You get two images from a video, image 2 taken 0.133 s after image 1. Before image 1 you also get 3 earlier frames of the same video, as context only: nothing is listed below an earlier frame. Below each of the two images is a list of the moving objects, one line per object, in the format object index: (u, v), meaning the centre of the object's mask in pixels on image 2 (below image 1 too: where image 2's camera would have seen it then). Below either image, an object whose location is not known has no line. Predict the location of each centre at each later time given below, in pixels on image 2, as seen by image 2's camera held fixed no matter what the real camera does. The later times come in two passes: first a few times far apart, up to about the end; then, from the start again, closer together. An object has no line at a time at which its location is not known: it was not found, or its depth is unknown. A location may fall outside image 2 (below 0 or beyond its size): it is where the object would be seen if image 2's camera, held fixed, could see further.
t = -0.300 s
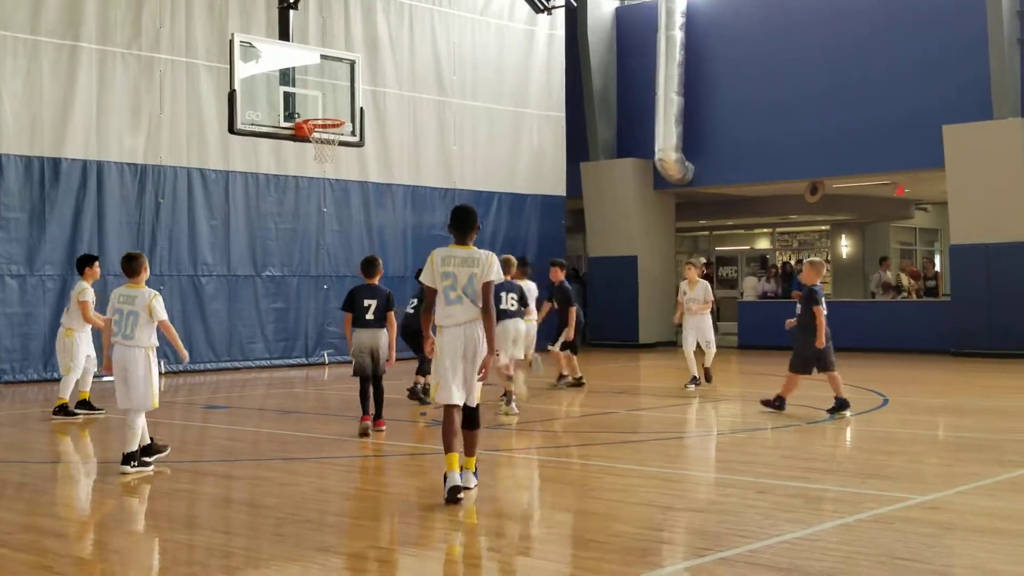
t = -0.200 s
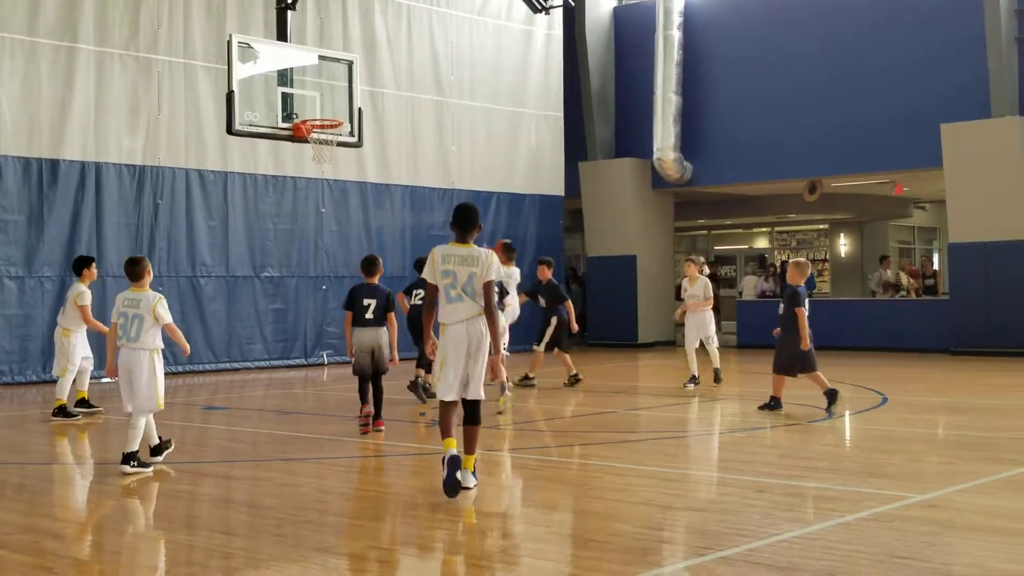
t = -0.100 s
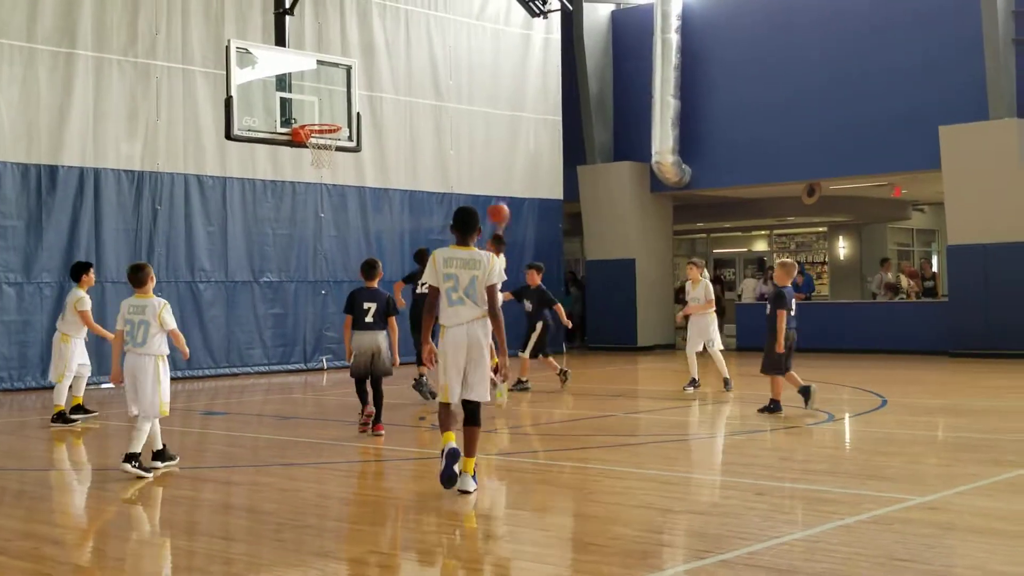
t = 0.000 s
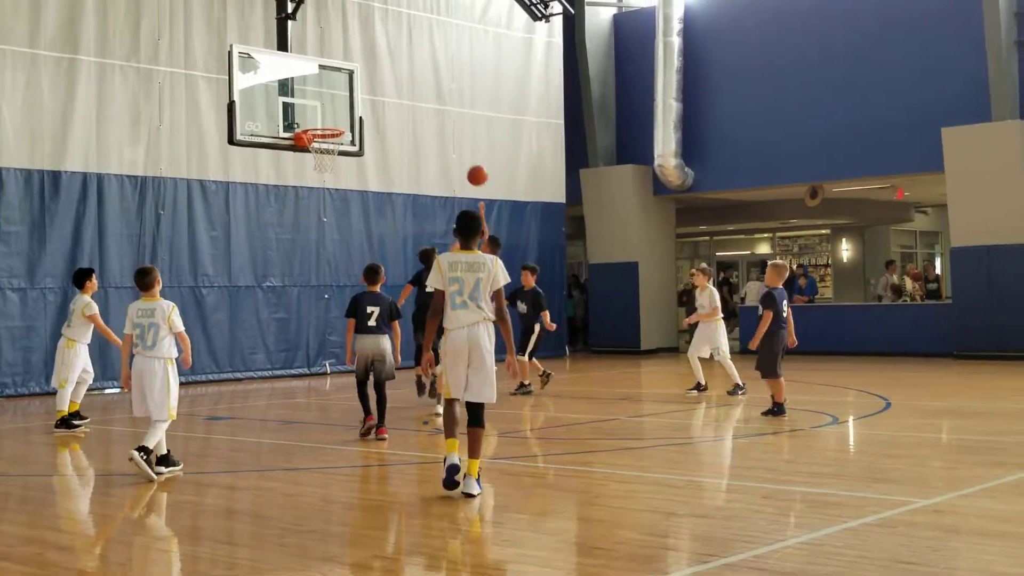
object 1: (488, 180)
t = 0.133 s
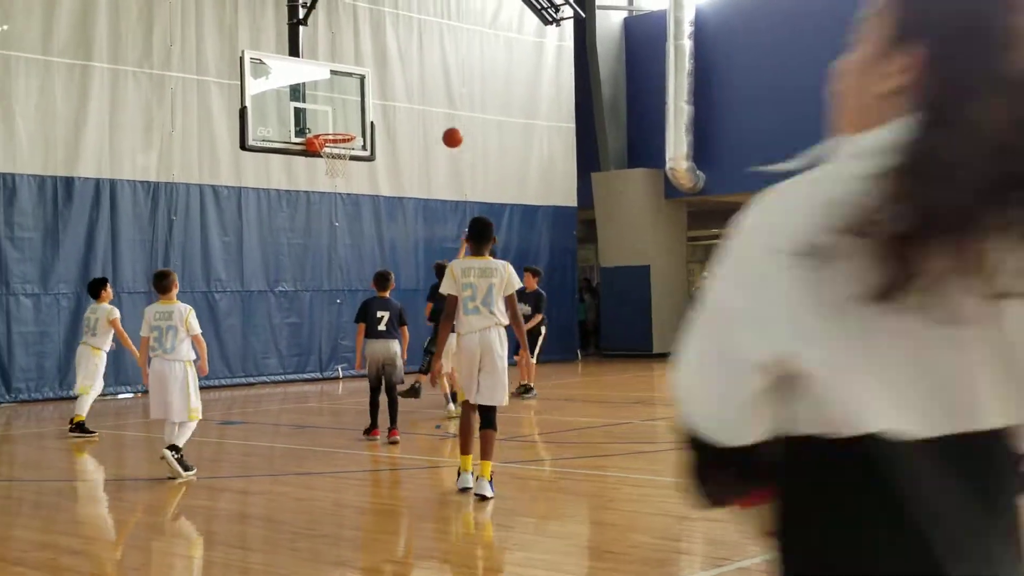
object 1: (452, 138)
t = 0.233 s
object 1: (426, 117)
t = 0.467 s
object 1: (369, 103)
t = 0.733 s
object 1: (336, 124)
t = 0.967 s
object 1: (367, 124)
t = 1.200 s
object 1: (401, 172)
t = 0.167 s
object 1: (444, 130)
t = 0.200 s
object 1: (435, 123)
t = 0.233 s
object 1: (426, 117)
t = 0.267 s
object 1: (418, 112)
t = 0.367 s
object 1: (393, 105)
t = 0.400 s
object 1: (384, 102)
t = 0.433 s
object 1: (377, 102)
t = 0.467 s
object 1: (369, 103)
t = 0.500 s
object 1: (360, 105)
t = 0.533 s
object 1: (353, 108)
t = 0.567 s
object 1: (345, 111)
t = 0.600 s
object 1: (337, 116)
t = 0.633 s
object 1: (329, 122)
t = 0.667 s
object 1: (328, 126)
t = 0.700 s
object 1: (332, 128)
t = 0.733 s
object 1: (336, 124)
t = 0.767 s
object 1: (341, 122)
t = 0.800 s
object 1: (345, 120)
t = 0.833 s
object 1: (349, 119)
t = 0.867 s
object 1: (354, 118)
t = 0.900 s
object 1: (358, 119)
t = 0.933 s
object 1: (363, 121)
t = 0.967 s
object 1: (367, 124)
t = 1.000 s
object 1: (372, 128)
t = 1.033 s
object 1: (377, 132)
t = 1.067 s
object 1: (381, 138)
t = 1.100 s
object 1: (386, 145)
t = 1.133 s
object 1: (391, 153)
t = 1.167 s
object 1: (396, 162)
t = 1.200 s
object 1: (401, 172)
